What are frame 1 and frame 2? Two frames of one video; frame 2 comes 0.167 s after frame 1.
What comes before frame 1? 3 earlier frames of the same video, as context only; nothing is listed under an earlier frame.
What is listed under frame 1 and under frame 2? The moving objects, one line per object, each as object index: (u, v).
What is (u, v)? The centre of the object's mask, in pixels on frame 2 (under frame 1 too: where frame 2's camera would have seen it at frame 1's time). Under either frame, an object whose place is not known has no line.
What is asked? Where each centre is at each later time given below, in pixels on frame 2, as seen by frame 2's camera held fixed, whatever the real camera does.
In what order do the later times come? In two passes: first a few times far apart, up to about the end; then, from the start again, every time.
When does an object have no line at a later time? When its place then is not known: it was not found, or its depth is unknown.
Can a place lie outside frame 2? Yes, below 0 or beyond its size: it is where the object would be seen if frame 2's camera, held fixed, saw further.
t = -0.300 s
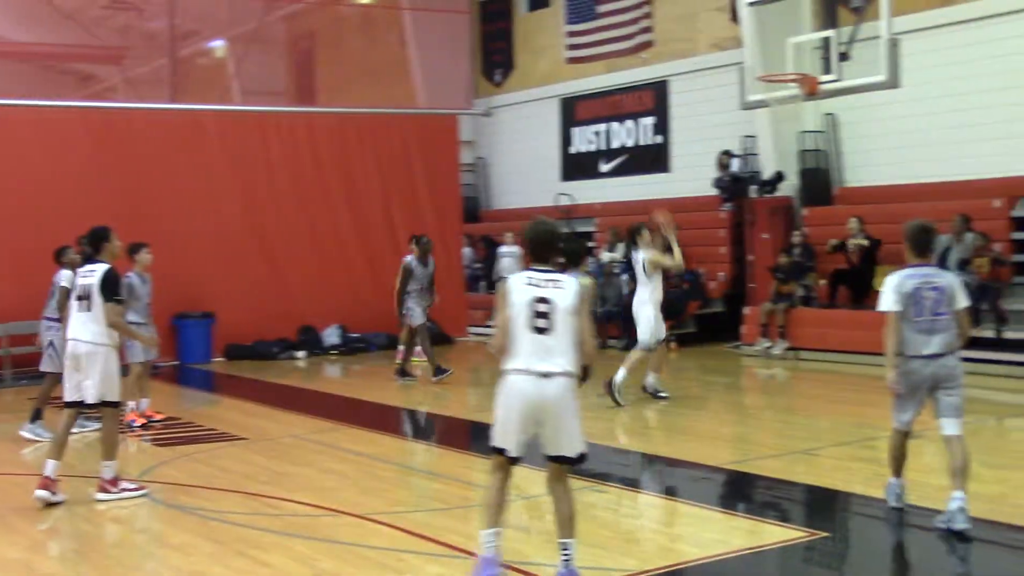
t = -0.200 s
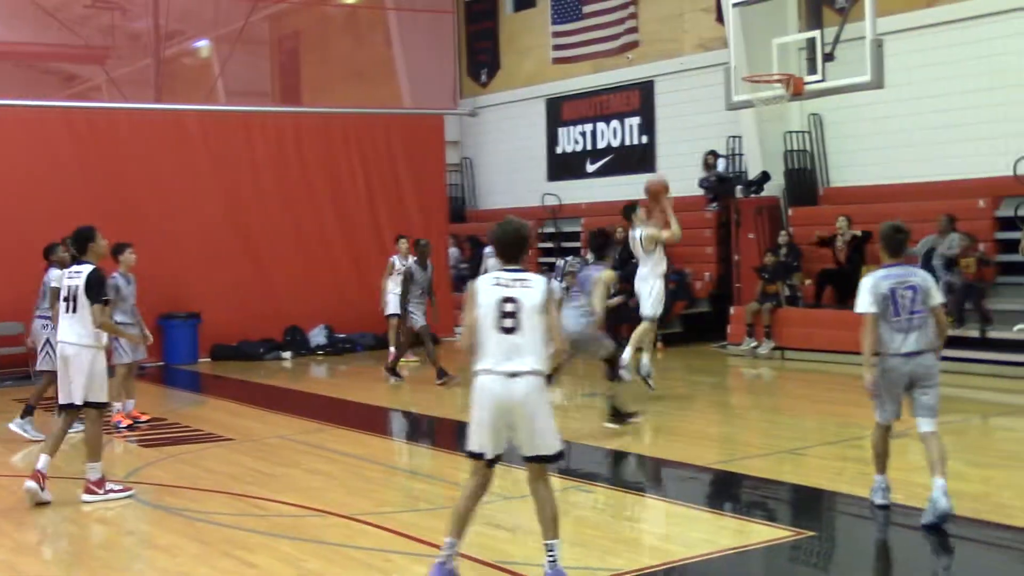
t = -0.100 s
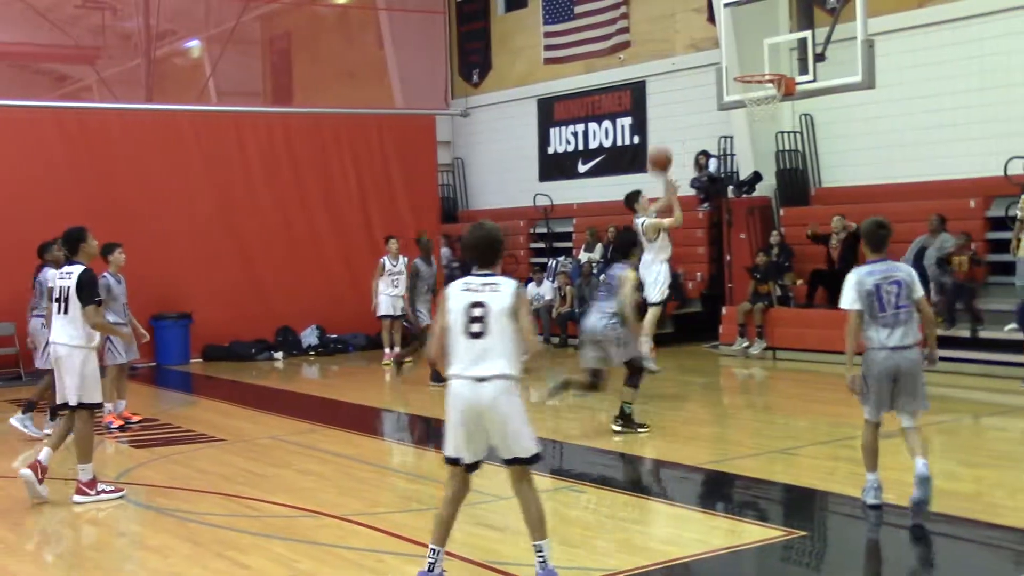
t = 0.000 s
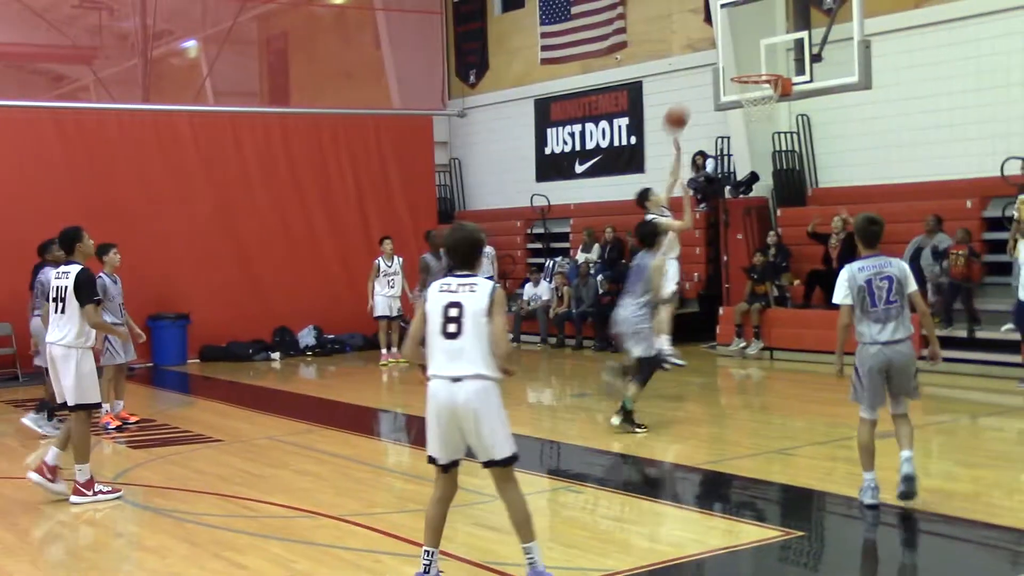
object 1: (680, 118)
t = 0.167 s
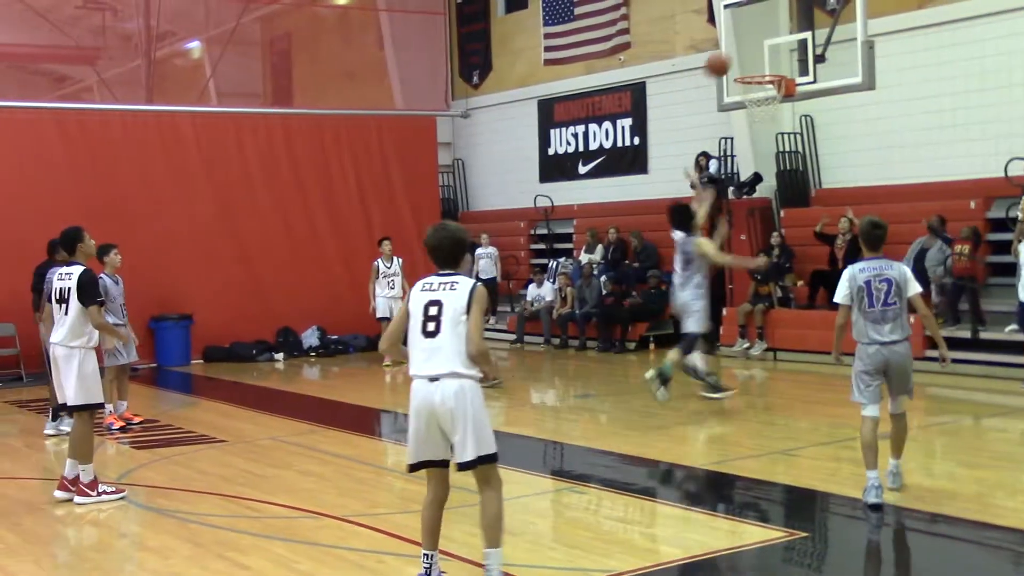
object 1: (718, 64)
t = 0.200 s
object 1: (726, 57)
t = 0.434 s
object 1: (759, 39)
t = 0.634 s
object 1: (755, 71)
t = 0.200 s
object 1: (726, 57)
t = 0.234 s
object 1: (734, 51)
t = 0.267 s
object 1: (740, 46)
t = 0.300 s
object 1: (749, 43)
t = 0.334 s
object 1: (757, 38)
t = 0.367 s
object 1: (760, 37)
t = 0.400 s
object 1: (759, 37)
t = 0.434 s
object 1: (759, 39)
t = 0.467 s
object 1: (758, 41)
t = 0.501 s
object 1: (757, 46)
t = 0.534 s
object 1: (756, 50)
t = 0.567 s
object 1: (756, 57)
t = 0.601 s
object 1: (756, 64)
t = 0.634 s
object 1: (755, 71)
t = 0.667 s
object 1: (755, 81)
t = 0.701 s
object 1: (755, 89)
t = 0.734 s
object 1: (756, 95)
